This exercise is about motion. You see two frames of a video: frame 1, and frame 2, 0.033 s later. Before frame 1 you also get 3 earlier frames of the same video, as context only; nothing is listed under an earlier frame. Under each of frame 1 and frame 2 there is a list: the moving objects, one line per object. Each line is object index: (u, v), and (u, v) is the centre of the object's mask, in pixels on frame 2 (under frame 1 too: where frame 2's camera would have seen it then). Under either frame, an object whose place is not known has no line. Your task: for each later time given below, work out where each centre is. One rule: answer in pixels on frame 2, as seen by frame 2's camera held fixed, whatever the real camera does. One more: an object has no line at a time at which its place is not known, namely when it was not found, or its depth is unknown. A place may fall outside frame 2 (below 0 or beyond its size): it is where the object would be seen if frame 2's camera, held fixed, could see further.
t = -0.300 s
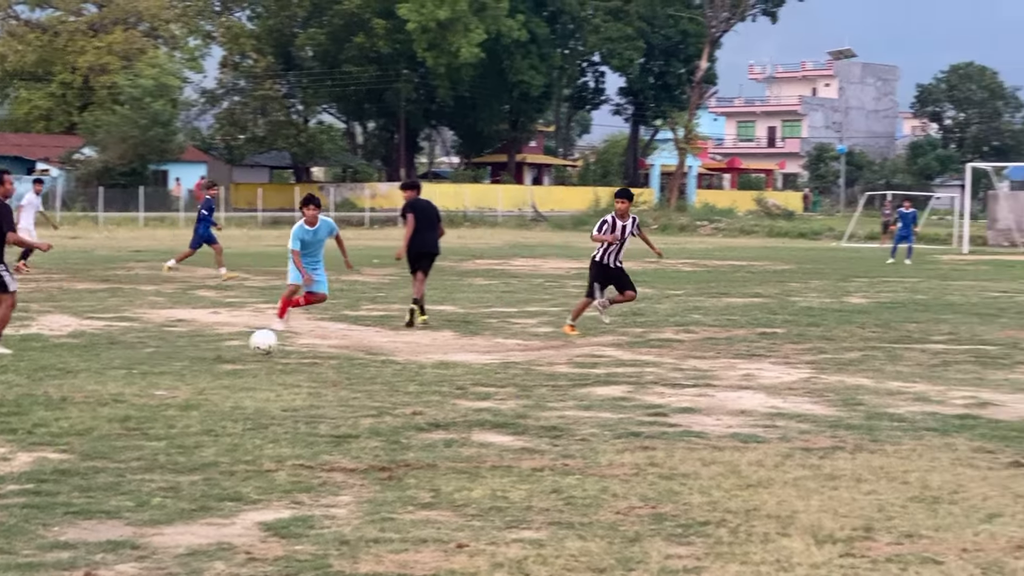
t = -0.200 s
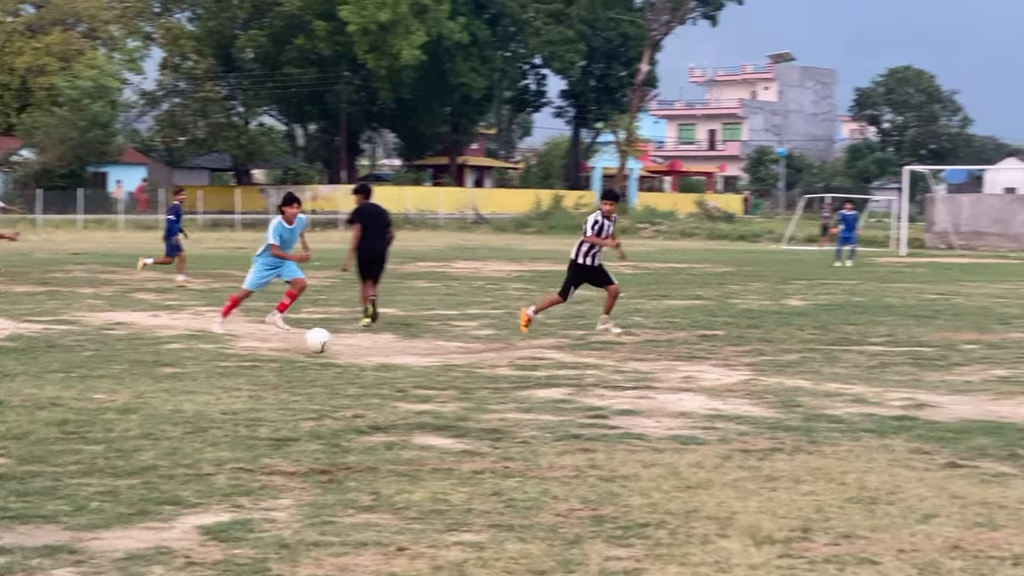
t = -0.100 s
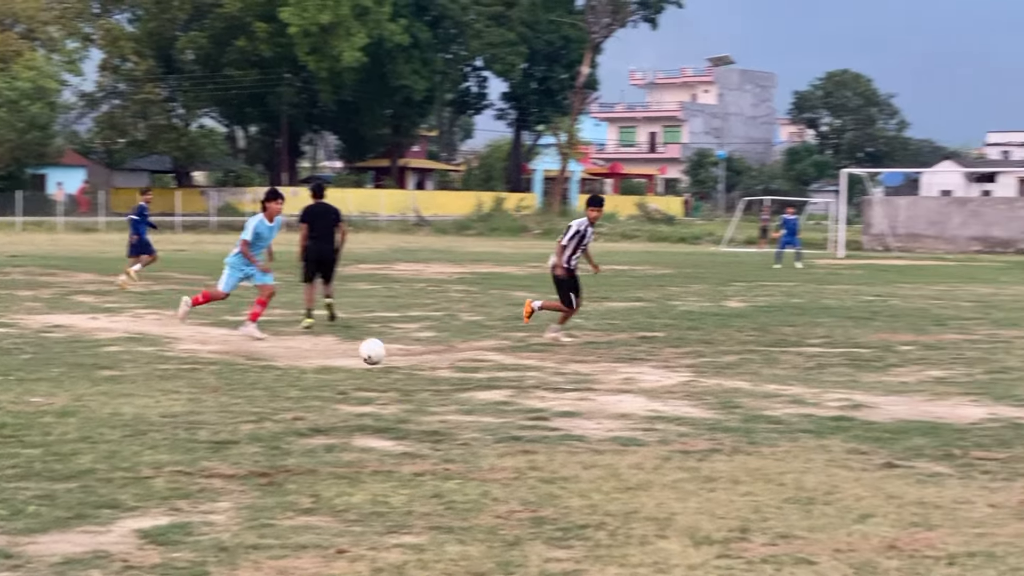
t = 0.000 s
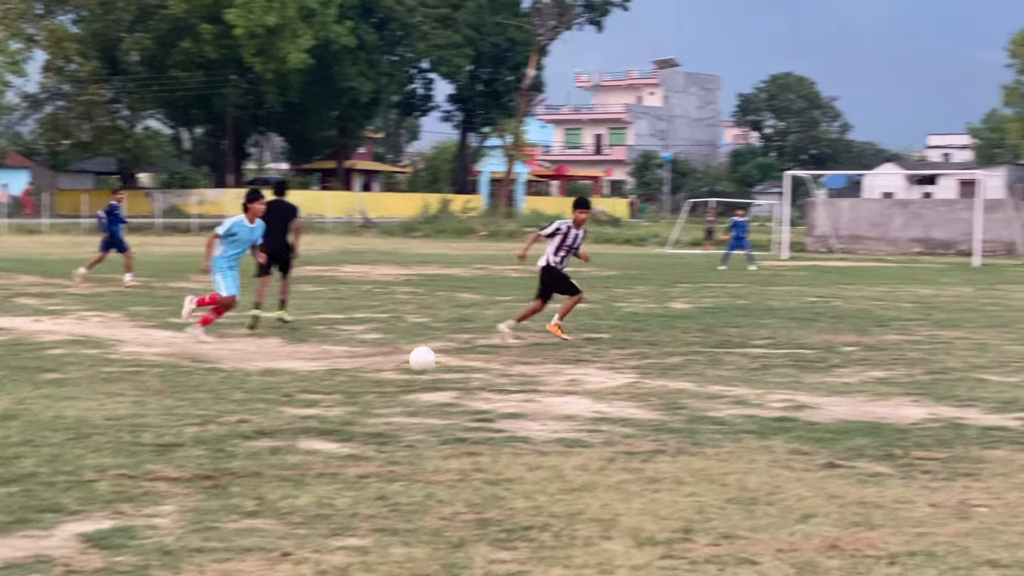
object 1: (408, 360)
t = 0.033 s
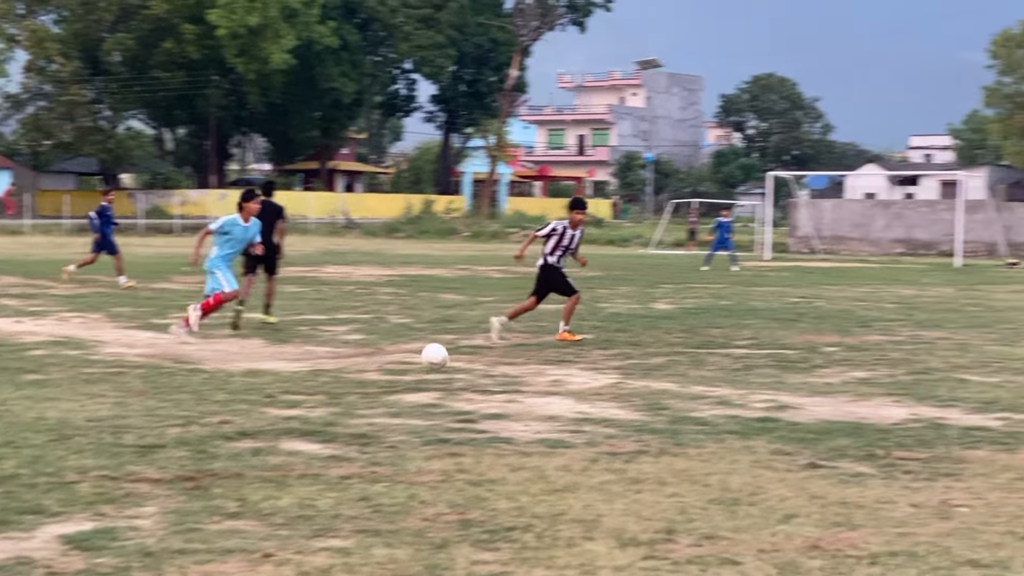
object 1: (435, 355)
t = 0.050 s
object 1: (448, 355)
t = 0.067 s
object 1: (461, 354)
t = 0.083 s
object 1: (475, 354)
